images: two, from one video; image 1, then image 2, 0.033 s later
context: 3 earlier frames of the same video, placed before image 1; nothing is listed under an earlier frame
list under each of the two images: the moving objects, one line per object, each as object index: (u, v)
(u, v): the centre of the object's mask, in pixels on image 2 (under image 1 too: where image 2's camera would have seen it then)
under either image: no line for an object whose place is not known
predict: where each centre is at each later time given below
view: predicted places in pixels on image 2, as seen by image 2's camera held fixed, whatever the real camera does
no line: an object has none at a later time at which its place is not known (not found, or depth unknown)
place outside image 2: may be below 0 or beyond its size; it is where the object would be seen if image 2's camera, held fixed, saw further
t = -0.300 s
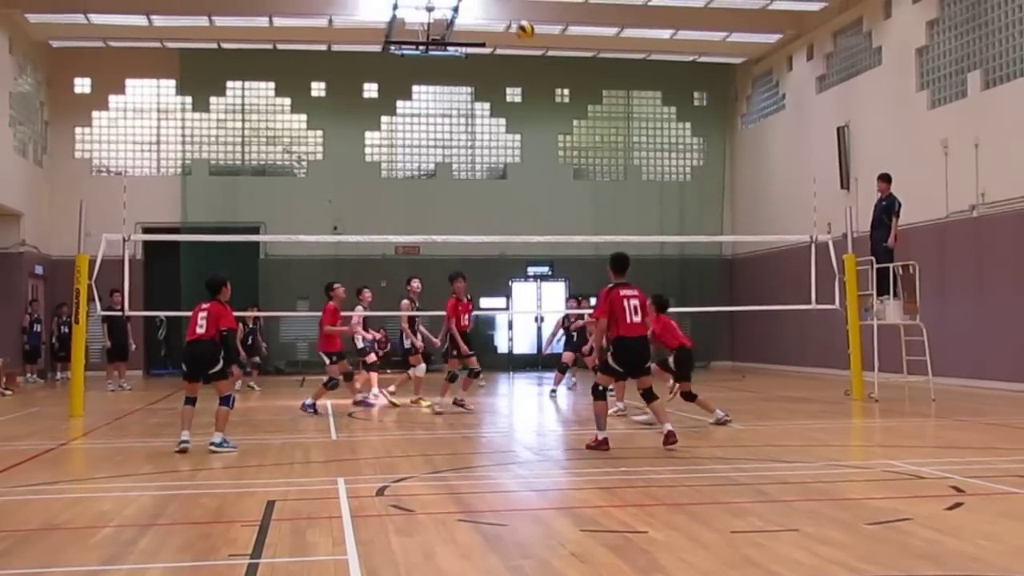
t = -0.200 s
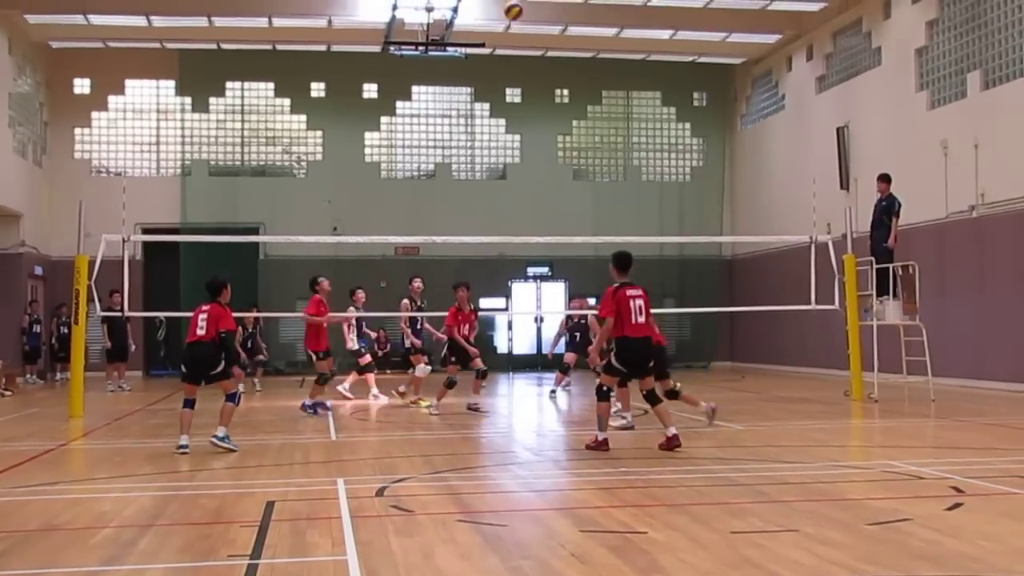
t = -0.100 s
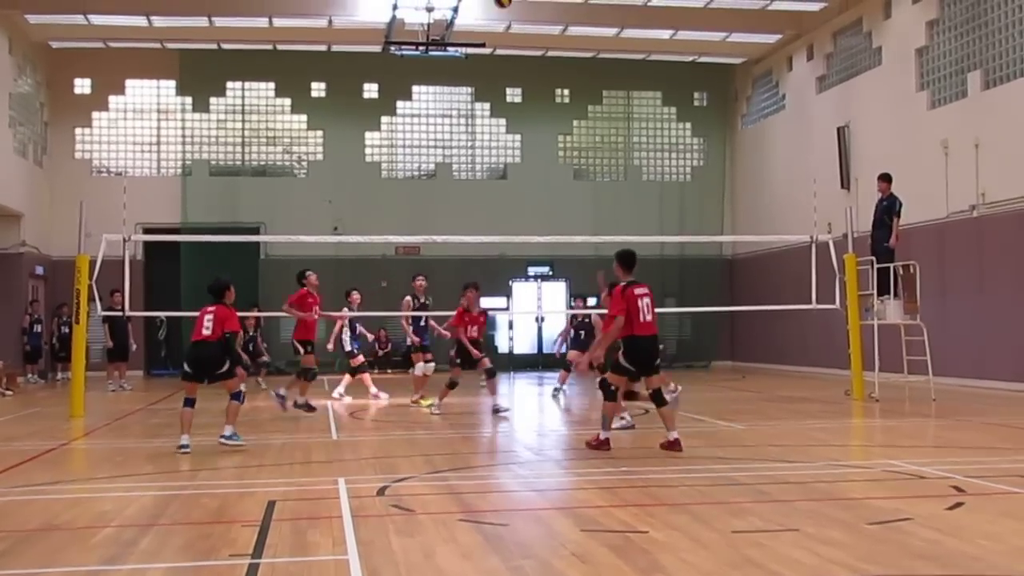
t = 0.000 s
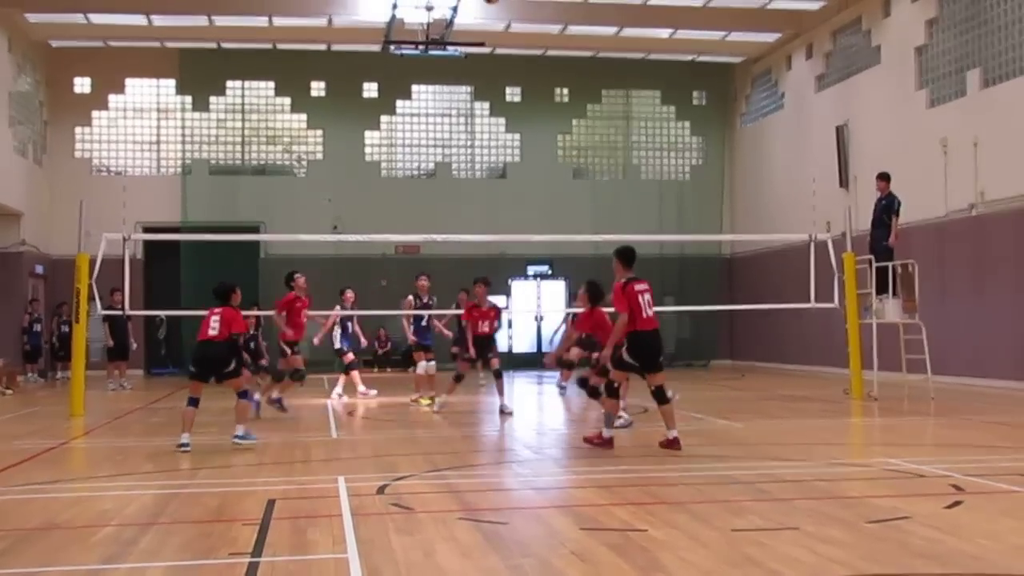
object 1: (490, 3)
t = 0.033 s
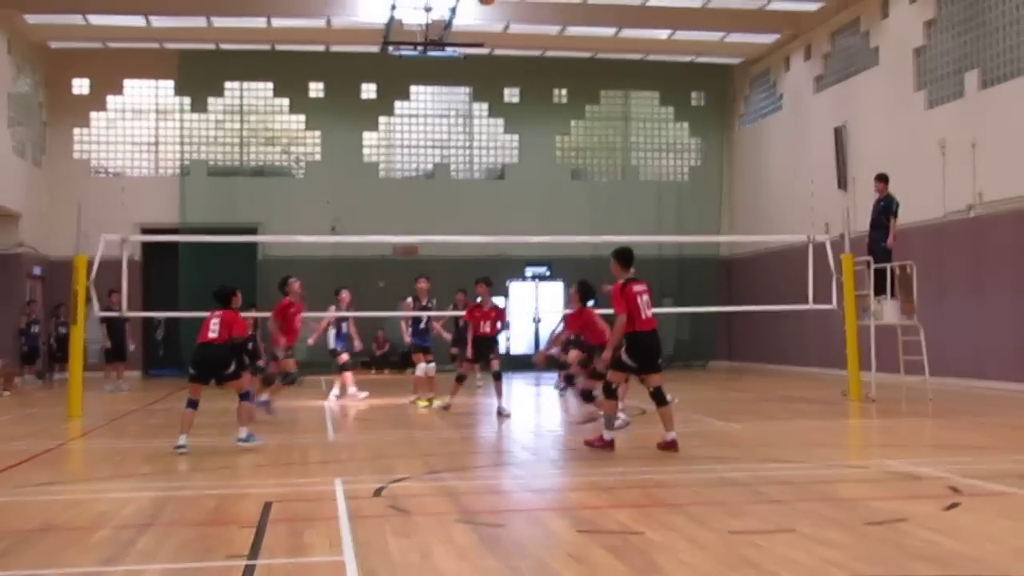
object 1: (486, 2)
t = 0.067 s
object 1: (481, -1)
